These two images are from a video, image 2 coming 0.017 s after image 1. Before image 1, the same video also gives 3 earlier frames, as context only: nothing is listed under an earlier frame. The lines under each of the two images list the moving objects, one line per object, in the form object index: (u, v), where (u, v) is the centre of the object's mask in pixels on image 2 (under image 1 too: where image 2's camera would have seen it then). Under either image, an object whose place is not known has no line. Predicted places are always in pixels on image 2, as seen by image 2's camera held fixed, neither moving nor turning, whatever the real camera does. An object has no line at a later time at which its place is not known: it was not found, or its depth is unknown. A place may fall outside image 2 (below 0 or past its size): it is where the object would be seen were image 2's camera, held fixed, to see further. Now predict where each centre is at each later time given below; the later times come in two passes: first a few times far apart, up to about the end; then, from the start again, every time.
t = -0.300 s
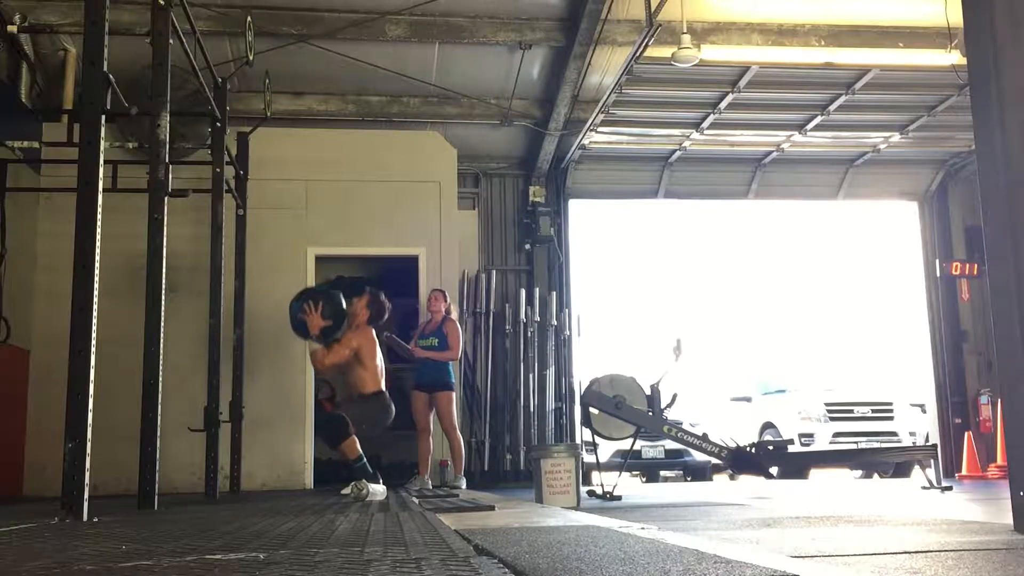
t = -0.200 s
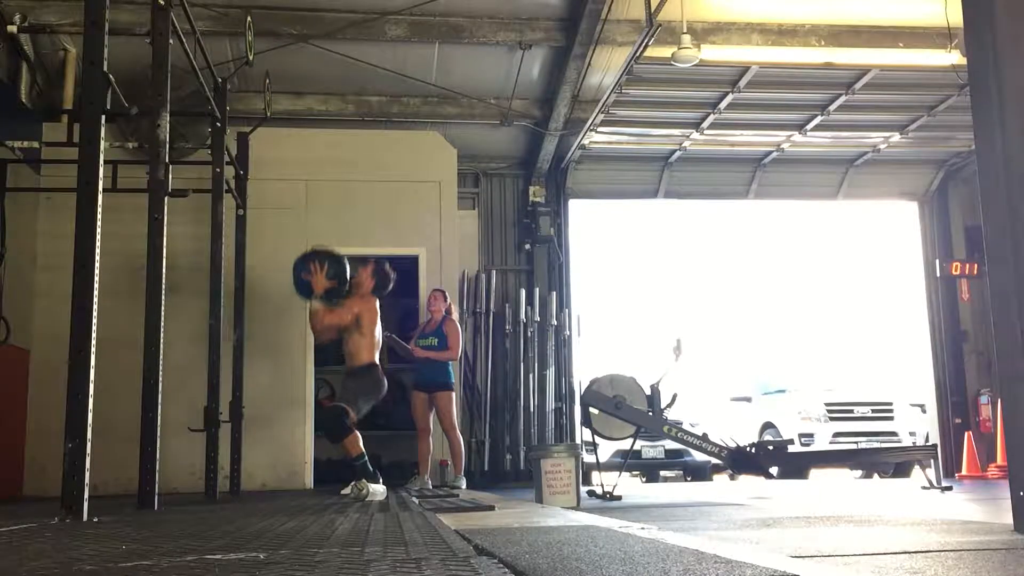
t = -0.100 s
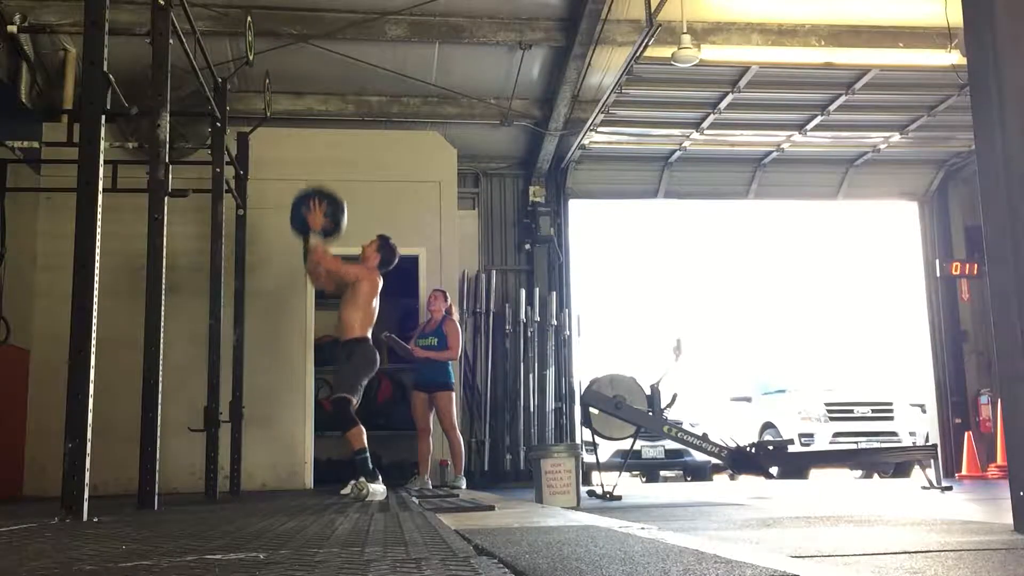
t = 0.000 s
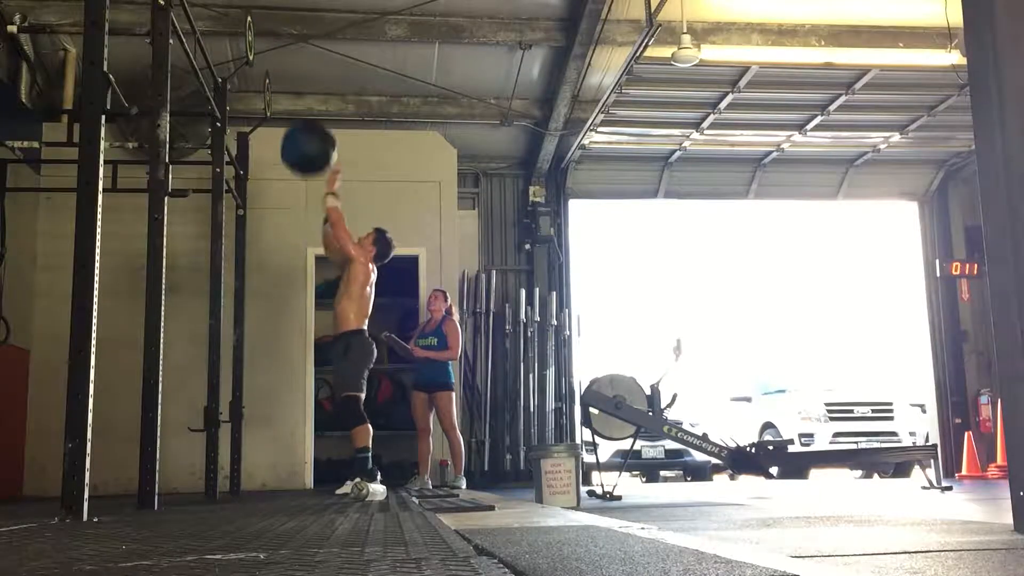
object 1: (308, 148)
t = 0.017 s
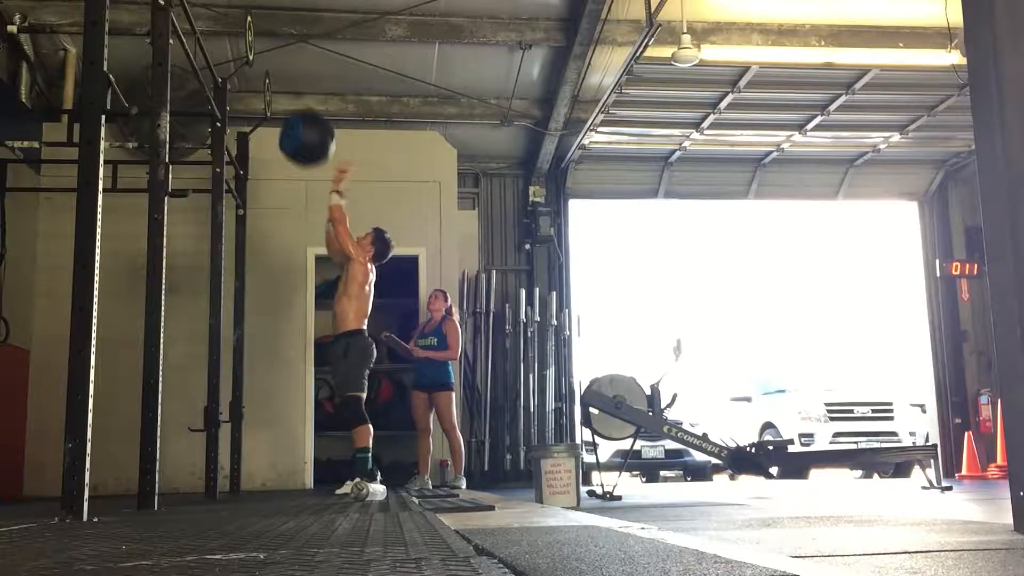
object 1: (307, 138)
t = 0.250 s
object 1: (283, 45)
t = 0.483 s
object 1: (277, 29)
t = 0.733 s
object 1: (295, 94)
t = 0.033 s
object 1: (305, 130)
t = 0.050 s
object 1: (304, 121)
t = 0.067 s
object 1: (302, 112)
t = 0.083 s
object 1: (300, 104)
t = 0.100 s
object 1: (299, 95)
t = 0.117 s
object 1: (297, 88)
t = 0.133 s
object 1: (296, 82)
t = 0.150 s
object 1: (293, 75)
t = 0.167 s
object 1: (292, 70)
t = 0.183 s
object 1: (291, 63)
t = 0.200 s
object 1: (289, 58)
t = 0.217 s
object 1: (287, 54)
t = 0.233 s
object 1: (285, 48)
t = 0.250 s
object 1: (283, 45)
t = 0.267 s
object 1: (282, 41)
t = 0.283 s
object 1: (281, 38)
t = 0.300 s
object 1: (279, 35)
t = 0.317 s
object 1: (278, 32)
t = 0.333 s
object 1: (276, 30)
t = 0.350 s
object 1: (275, 29)
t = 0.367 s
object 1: (274, 28)
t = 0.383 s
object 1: (273, 27)
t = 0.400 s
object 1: (273, 27)
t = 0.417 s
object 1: (274, 27)
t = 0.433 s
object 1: (275, 27)
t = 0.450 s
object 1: (275, 28)
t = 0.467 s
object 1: (276, 28)
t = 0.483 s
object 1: (277, 29)
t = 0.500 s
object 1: (279, 31)
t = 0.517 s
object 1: (280, 34)
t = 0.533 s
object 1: (281, 36)
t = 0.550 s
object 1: (282, 39)
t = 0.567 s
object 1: (283, 42)
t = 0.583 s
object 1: (284, 46)
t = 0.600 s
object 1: (286, 49)
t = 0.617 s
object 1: (287, 54)
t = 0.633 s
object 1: (288, 59)
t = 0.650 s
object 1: (289, 62)
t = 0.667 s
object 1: (290, 69)
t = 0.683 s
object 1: (291, 75)
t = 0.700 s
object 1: (292, 80)
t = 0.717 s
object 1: (293, 87)
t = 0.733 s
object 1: (295, 94)
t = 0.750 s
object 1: (296, 102)
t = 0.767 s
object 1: (297, 110)
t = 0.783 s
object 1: (298, 119)
